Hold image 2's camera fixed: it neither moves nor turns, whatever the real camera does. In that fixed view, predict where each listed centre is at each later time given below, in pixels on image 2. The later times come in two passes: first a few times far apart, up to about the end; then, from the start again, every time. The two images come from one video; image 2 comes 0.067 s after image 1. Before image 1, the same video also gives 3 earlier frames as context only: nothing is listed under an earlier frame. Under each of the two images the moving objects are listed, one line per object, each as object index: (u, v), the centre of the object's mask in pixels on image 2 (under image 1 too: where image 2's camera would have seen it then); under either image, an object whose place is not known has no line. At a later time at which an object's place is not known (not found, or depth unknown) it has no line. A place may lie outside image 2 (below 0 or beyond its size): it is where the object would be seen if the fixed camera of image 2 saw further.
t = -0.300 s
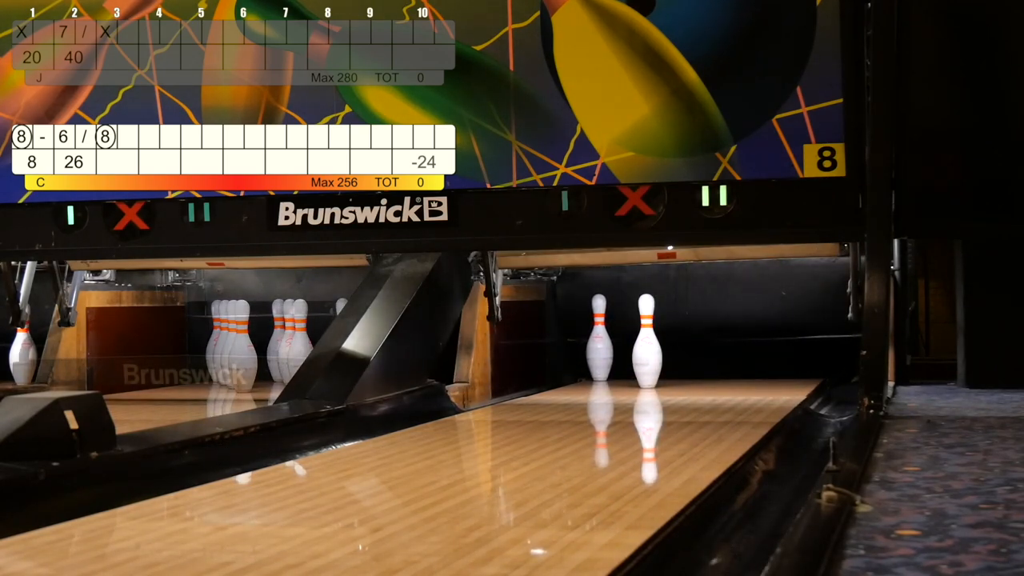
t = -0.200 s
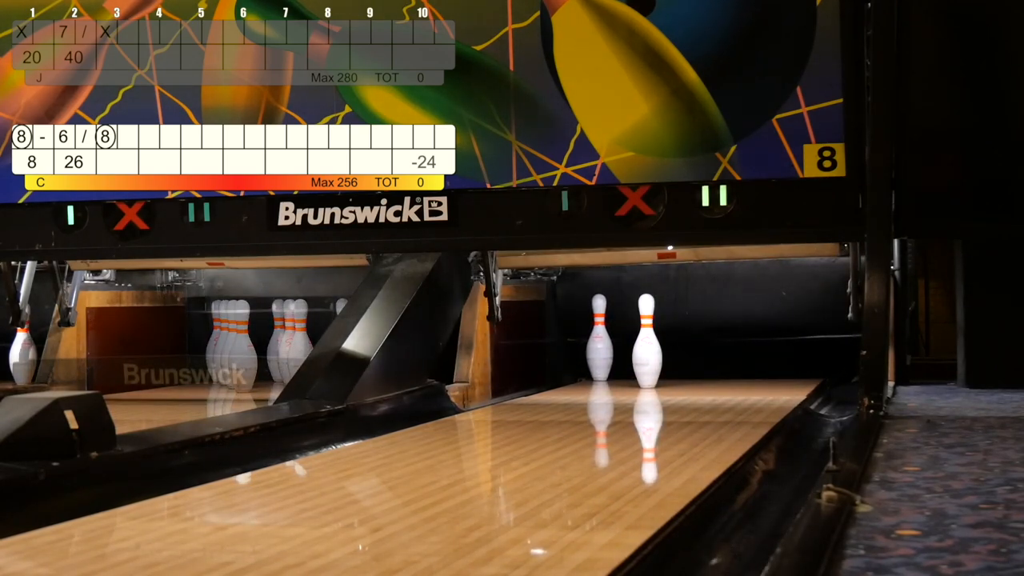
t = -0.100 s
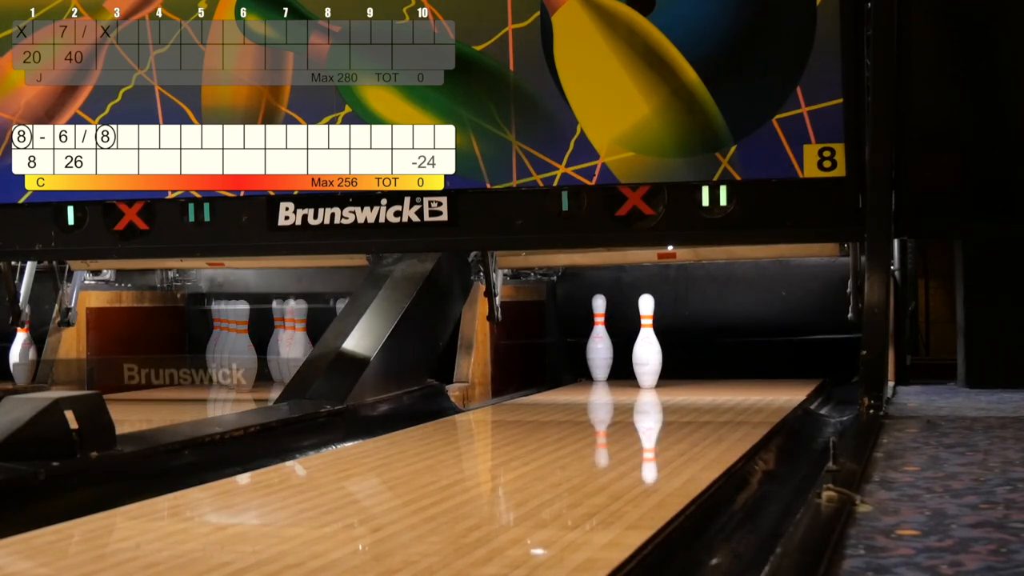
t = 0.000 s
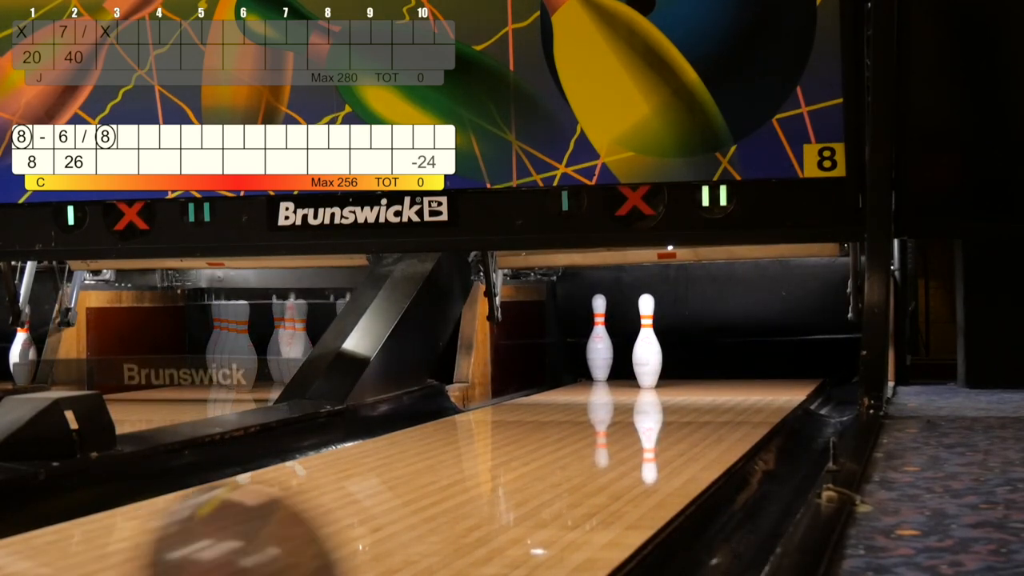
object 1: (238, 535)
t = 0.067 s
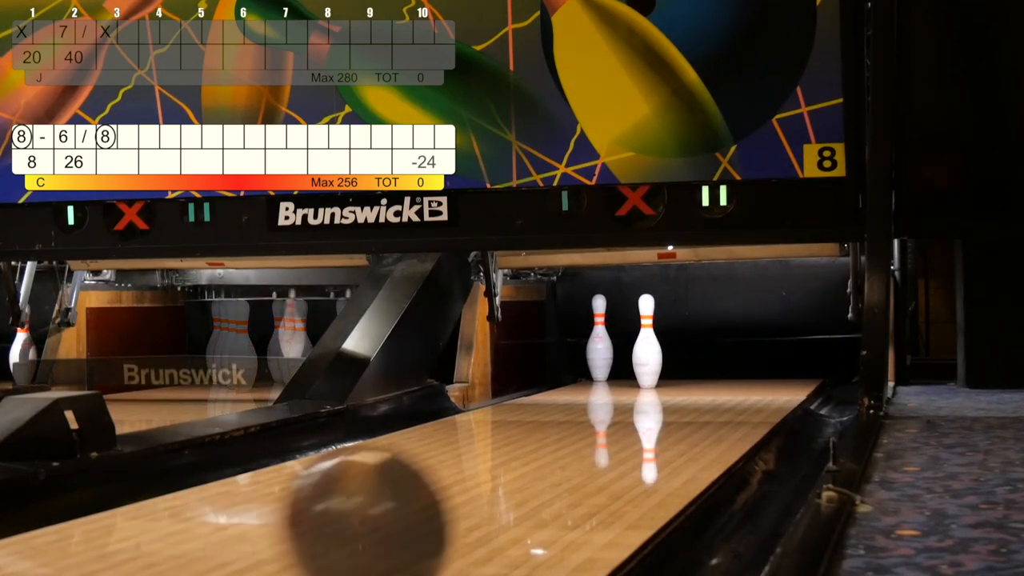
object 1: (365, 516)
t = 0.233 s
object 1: (534, 454)
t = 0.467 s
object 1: (633, 403)
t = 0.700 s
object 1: (674, 376)
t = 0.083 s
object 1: (389, 511)
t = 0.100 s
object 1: (412, 505)
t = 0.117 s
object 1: (431, 499)
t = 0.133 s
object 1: (450, 492)
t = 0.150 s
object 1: (467, 485)
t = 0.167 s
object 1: (483, 477)
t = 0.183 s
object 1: (497, 470)
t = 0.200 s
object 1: (510, 464)
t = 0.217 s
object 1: (522, 458)
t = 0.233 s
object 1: (534, 454)
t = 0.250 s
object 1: (544, 448)
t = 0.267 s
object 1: (554, 443)
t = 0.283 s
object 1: (563, 438)
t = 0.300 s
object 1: (572, 434)
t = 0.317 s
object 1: (580, 430)
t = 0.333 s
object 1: (587, 427)
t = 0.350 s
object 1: (594, 423)
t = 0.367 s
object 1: (601, 420)
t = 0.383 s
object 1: (607, 416)
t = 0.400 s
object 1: (613, 413)
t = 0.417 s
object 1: (618, 410)
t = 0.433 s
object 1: (624, 408)
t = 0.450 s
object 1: (629, 405)
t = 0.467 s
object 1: (633, 403)
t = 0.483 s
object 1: (638, 400)
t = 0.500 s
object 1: (641, 398)
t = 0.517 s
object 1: (645, 396)
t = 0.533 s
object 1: (649, 393)
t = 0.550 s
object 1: (652, 391)
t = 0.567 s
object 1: (655, 389)
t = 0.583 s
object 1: (658, 387)
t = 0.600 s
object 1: (661, 386)
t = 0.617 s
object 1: (663, 384)
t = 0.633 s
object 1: (666, 382)
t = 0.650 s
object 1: (668, 380)
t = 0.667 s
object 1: (670, 379)
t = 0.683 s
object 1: (672, 378)
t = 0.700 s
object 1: (674, 376)
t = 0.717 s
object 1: (675, 375)
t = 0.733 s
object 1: (677, 374)
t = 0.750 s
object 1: (678, 372)
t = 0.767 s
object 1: (679, 371)
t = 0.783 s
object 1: (681, 370)
